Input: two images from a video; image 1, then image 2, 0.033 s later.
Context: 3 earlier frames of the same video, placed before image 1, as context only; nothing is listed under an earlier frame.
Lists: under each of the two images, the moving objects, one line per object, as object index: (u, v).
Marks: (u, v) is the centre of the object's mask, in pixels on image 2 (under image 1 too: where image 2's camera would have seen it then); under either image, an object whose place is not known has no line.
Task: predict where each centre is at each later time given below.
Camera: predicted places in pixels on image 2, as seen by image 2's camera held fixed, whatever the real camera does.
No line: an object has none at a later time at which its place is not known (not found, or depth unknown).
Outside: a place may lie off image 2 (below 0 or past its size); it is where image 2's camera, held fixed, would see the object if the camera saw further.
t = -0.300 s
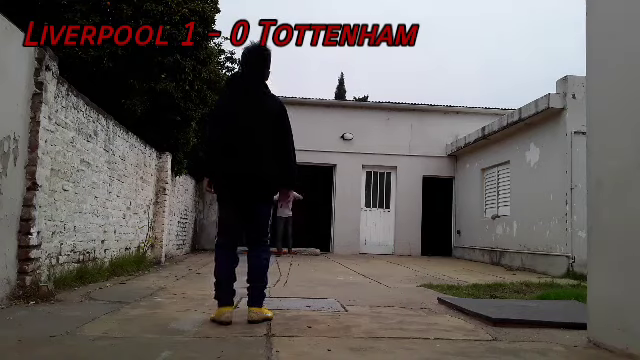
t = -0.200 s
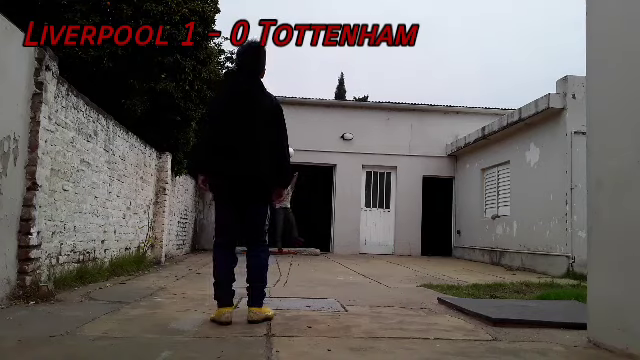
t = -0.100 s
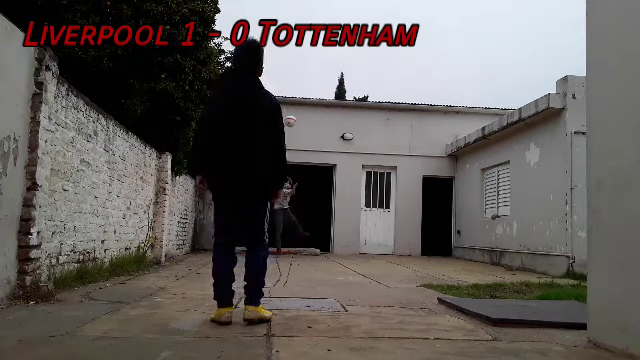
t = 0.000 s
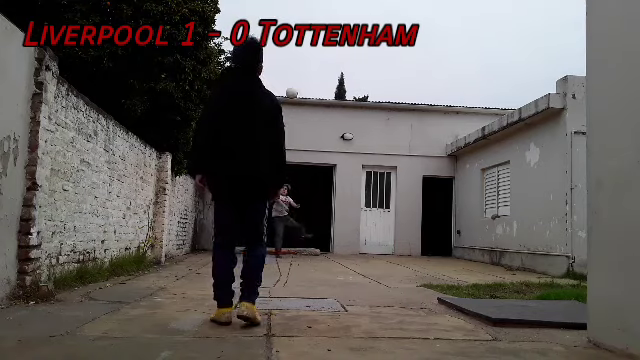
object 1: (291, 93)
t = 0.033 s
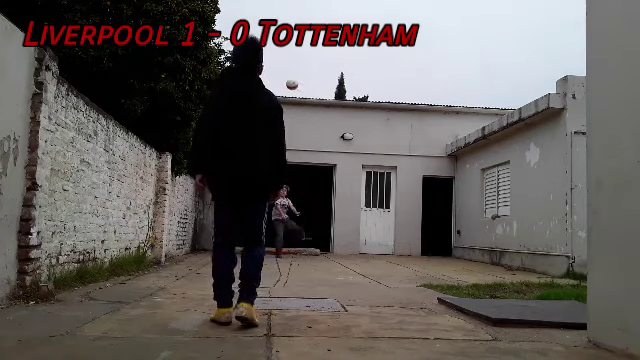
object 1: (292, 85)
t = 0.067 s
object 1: (292, 76)
